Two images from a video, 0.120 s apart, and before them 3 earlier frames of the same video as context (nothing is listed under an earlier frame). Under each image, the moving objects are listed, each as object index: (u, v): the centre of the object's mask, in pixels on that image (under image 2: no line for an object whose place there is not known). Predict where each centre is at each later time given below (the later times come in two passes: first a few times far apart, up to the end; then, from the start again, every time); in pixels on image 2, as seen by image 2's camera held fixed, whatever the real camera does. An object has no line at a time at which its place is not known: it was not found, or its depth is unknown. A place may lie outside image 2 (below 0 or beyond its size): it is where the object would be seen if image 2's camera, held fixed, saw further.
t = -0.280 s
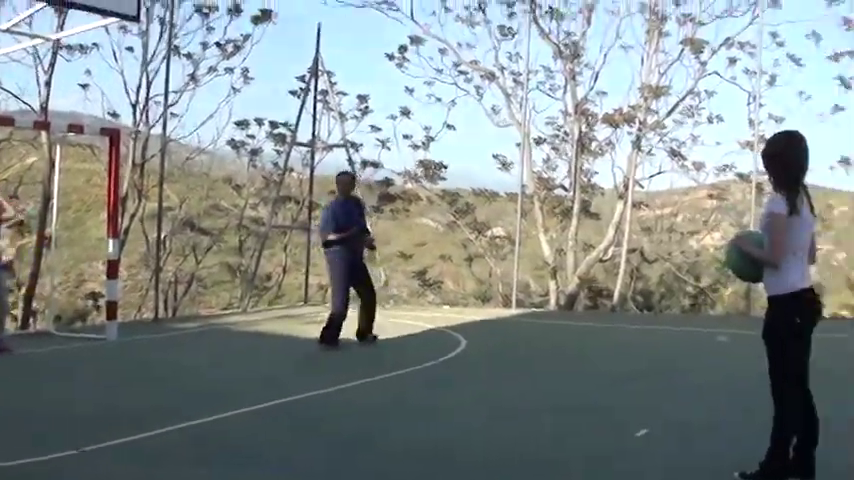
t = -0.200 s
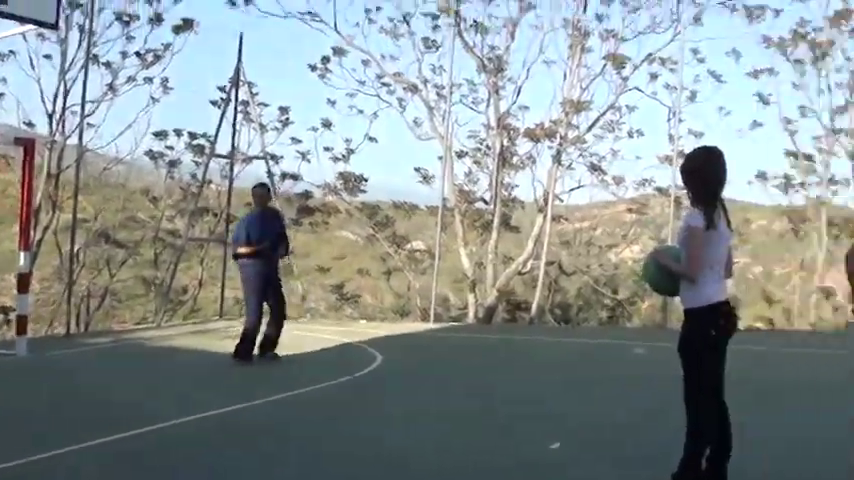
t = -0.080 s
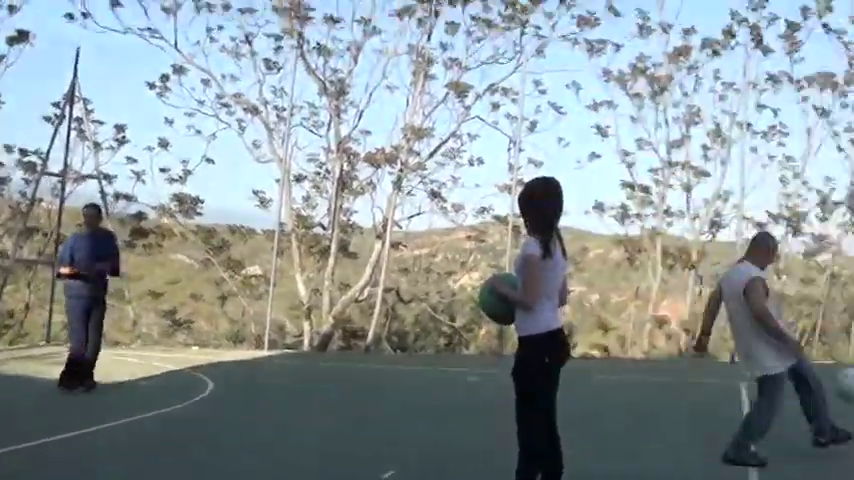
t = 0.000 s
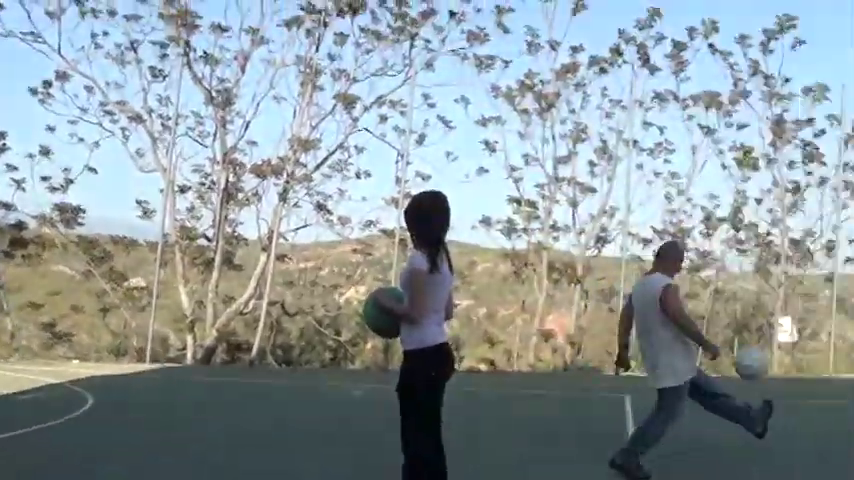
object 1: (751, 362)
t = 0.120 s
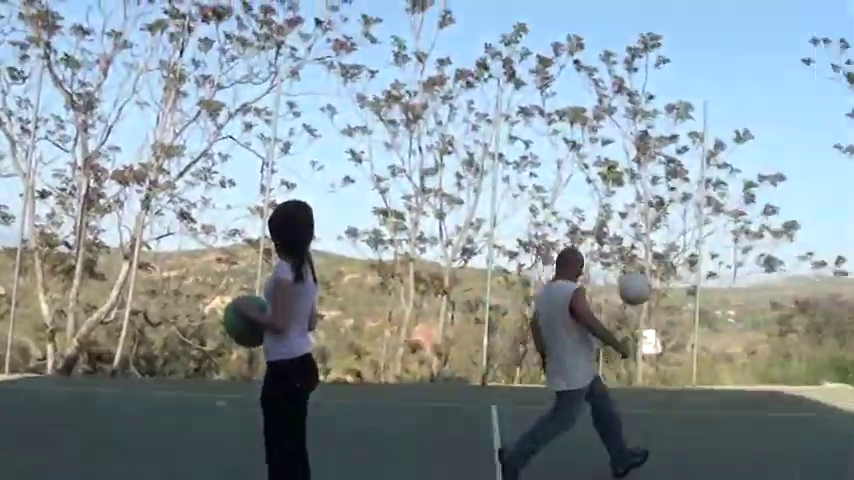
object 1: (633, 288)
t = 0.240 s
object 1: (649, 223)
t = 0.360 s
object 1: (662, 179)
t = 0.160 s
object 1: (639, 265)
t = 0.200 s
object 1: (644, 243)
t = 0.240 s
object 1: (649, 223)
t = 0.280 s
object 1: (653, 206)
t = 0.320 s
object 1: (657, 193)
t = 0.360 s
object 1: (662, 179)
